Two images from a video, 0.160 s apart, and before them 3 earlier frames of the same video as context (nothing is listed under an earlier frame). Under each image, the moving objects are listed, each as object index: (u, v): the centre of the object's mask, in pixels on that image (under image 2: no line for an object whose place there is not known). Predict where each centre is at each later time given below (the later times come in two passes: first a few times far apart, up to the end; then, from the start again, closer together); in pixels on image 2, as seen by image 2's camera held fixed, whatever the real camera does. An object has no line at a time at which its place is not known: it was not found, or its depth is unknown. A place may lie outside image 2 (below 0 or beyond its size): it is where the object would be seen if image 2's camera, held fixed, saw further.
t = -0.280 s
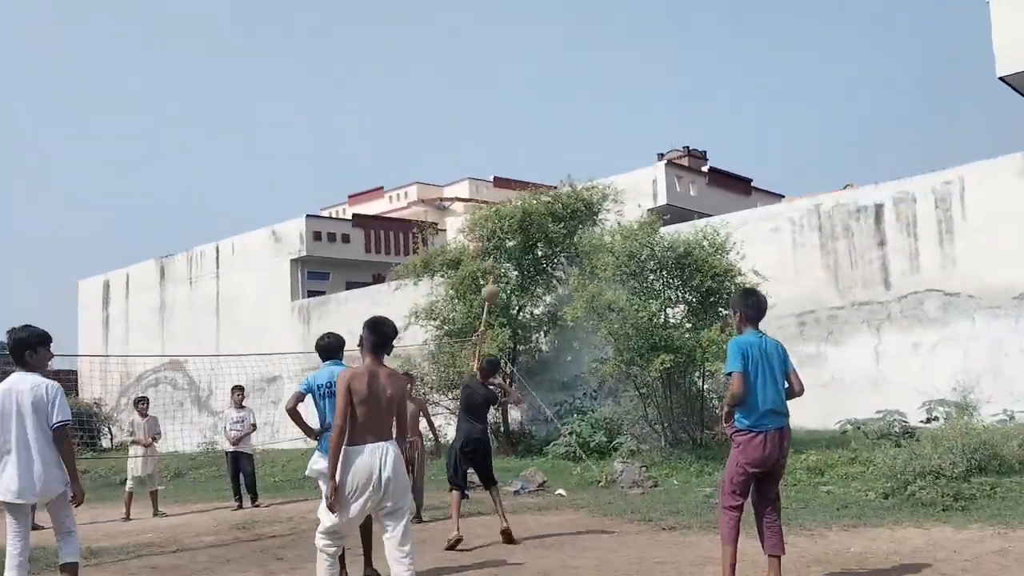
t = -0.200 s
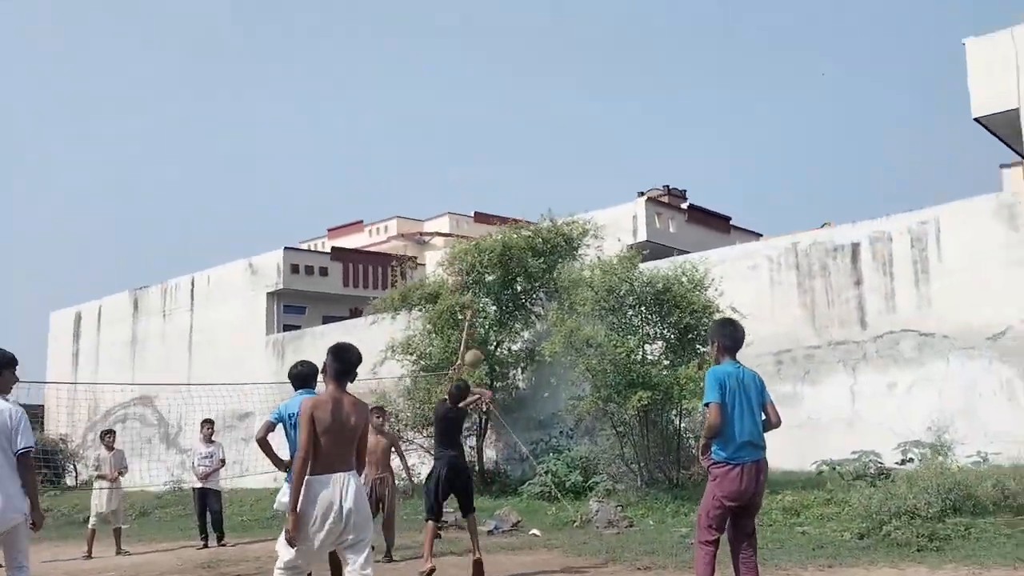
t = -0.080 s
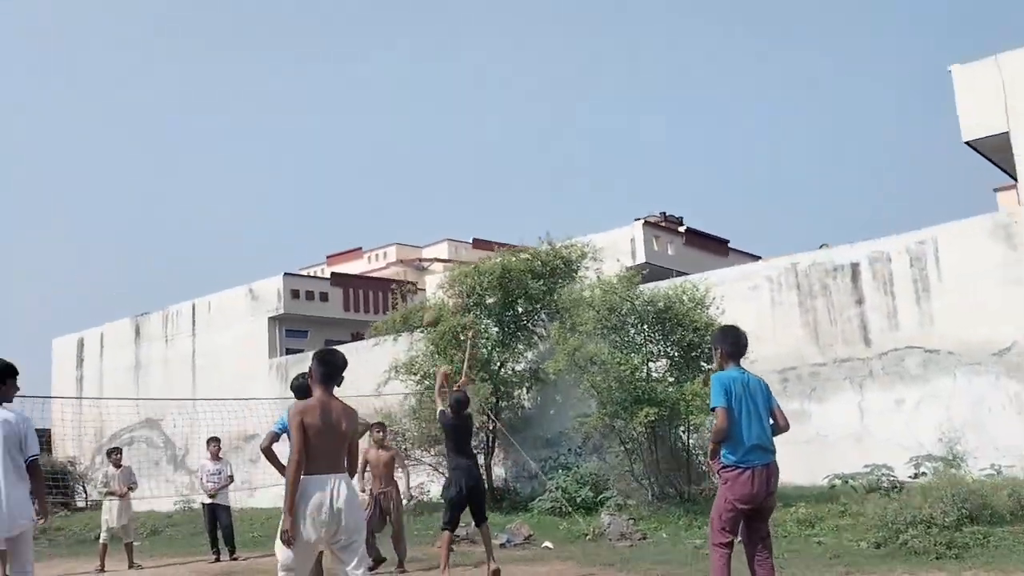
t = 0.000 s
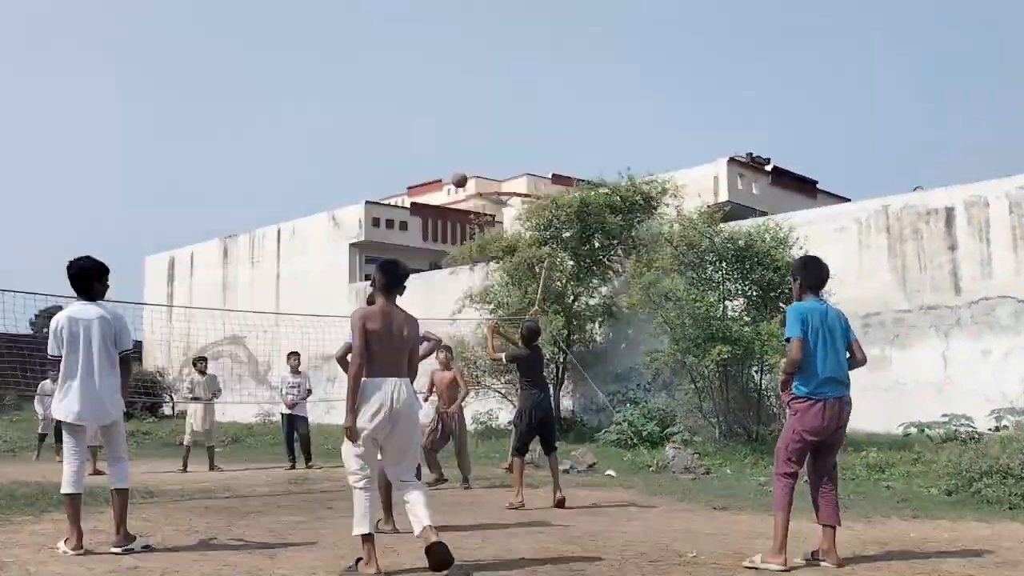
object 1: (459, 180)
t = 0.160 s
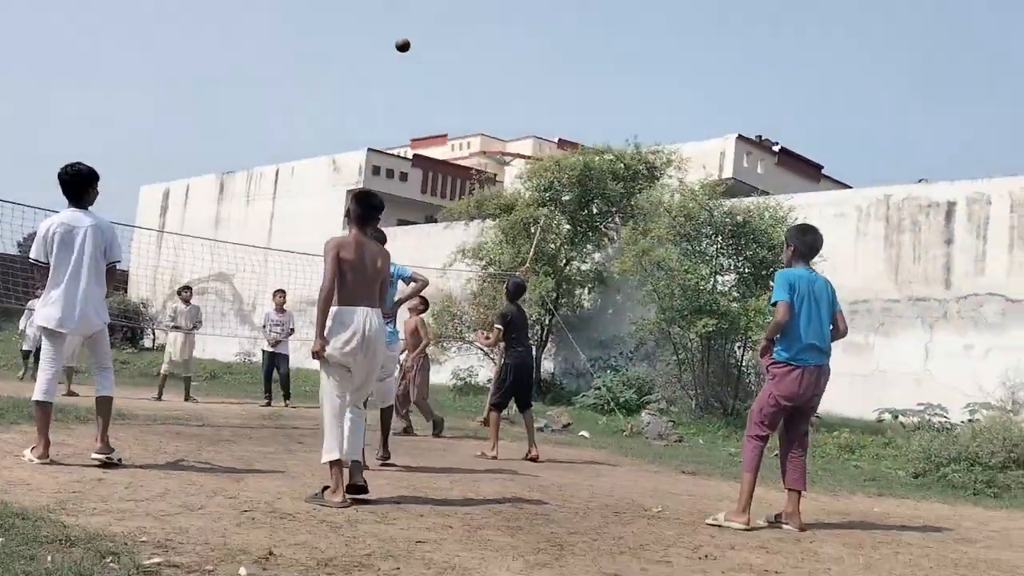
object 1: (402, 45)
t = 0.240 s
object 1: (380, 16)
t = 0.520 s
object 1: (277, -20)
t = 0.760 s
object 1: (234, 14)
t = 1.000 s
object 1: (165, 65)
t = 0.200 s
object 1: (389, 27)
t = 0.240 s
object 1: (380, 16)
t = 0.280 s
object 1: (379, 10)
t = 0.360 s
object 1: (347, -18)
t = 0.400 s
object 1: (322, -23)
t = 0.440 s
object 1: (314, -26)
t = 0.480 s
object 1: (303, -22)
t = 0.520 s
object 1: (277, -20)
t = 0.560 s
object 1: (268, -21)
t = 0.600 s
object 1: (259, -21)
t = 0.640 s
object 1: (254, -15)
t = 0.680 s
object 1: (248, -6)
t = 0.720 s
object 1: (237, 8)
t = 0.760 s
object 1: (234, 14)
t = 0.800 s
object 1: (219, 14)
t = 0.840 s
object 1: (203, 24)
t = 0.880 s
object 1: (200, 32)
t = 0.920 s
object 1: (185, 45)
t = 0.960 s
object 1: (175, 57)
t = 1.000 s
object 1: (165, 65)
